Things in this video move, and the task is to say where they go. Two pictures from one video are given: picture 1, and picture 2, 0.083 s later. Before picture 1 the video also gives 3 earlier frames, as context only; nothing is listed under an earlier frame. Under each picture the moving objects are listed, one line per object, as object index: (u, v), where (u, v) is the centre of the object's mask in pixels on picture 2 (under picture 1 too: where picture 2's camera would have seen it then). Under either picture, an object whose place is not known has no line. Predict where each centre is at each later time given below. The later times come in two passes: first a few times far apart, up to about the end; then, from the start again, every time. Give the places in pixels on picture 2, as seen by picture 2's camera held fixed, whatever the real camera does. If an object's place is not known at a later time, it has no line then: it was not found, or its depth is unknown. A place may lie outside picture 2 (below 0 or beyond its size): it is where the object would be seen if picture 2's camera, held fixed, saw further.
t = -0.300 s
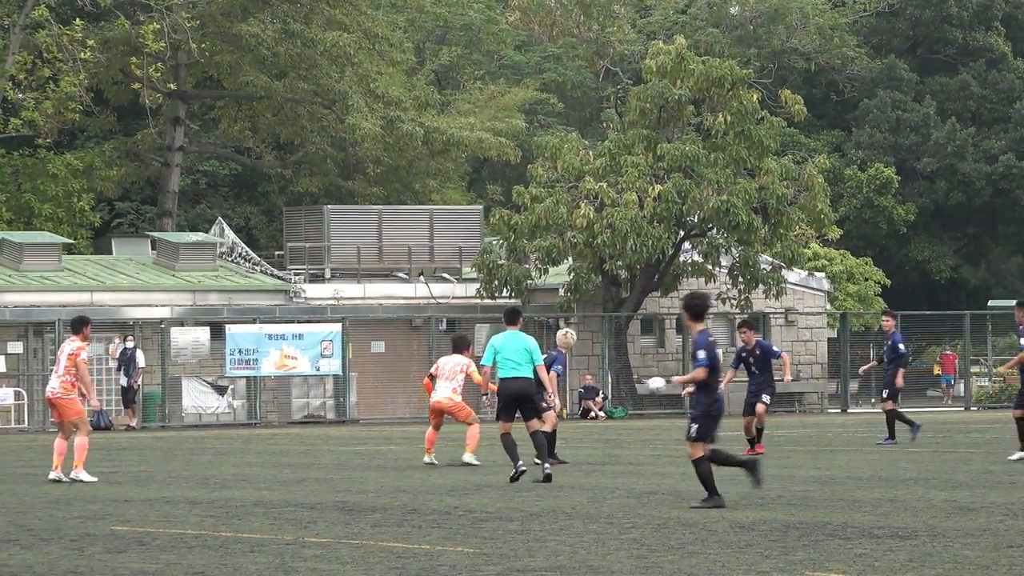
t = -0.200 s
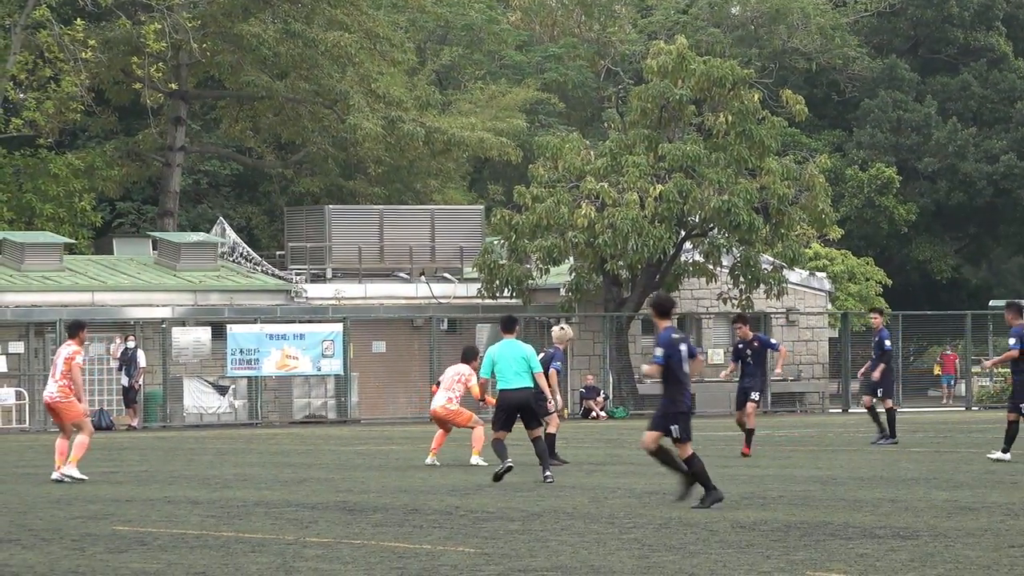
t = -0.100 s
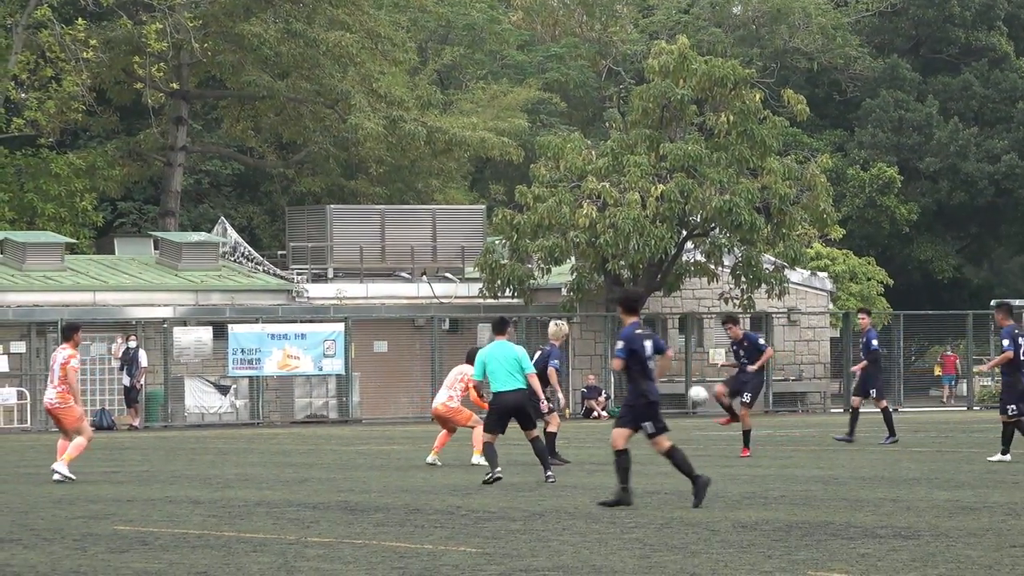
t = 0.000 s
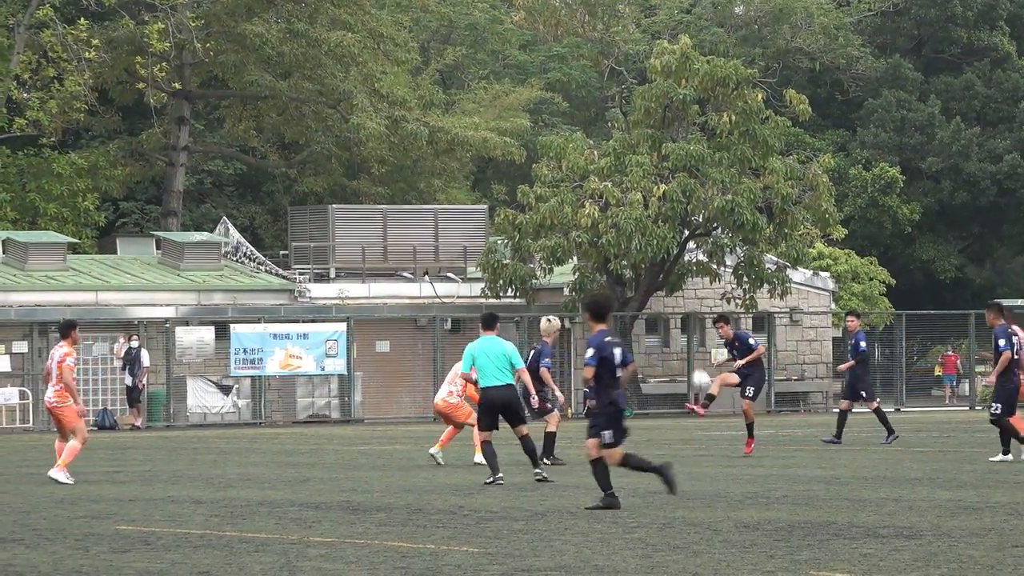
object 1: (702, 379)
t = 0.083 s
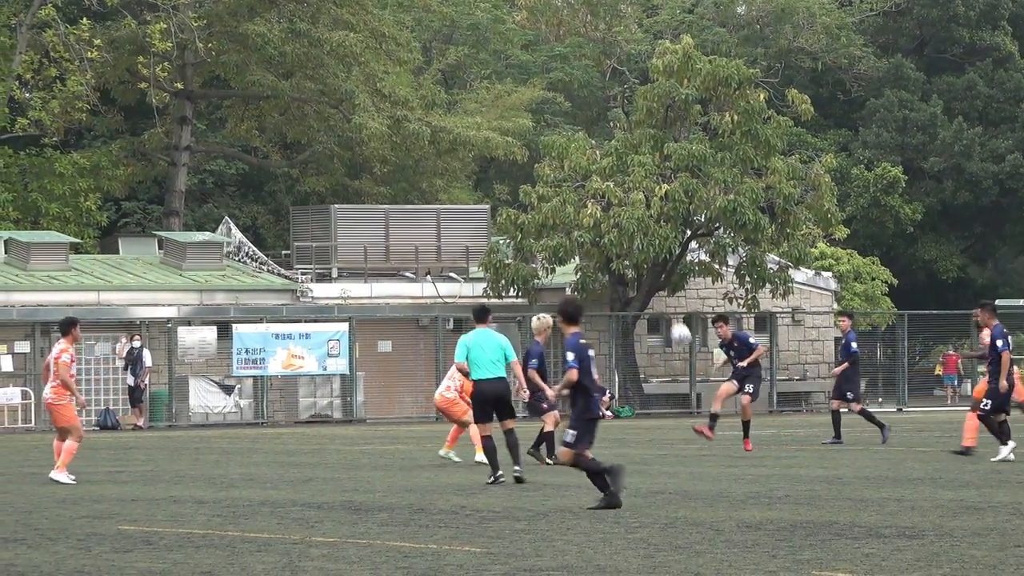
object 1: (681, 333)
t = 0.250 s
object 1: (636, 252)
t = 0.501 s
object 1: (577, 162)
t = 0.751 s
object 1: (524, 122)
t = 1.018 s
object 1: (470, 150)
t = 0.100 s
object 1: (676, 324)
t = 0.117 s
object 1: (670, 315)
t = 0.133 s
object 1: (666, 306)
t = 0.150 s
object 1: (662, 298)
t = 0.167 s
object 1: (658, 290)
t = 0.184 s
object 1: (654, 283)
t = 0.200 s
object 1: (649, 275)
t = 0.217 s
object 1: (645, 268)
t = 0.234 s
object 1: (641, 260)
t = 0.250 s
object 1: (636, 252)
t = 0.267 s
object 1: (632, 245)
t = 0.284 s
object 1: (628, 237)
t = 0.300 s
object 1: (624, 230)
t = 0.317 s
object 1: (619, 223)
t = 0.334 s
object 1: (616, 217)
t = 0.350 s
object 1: (612, 210)
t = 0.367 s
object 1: (608, 205)
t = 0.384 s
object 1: (603, 199)
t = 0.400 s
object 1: (599, 193)
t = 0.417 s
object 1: (595, 187)
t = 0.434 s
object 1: (592, 181)
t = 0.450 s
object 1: (588, 176)
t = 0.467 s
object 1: (584, 171)
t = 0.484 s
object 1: (580, 166)
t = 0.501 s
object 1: (577, 162)
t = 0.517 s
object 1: (573, 157)
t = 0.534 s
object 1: (570, 154)
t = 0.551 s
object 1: (566, 149)
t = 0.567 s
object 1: (562, 145)
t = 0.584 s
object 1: (558, 143)
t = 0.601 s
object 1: (555, 139)
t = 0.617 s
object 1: (551, 135)
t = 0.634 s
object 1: (547, 133)
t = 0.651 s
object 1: (544, 131)
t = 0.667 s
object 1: (540, 129)
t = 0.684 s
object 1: (537, 127)
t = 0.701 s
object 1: (533, 125)
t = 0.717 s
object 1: (530, 124)
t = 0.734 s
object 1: (527, 123)
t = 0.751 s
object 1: (524, 122)
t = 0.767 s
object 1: (520, 122)
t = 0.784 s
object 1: (517, 122)
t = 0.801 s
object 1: (514, 122)
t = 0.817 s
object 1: (510, 122)
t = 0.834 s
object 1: (506, 123)
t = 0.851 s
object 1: (502, 124)
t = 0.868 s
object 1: (499, 126)
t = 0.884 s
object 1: (496, 127)
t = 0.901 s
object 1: (493, 129)
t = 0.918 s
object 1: (489, 131)
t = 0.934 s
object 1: (486, 133)
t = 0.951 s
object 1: (483, 135)
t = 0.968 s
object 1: (479, 139)
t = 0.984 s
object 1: (477, 143)
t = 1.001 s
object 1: (473, 146)
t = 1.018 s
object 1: (470, 150)
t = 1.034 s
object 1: (467, 156)
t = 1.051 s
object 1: (464, 160)
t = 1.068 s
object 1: (460, 165)
